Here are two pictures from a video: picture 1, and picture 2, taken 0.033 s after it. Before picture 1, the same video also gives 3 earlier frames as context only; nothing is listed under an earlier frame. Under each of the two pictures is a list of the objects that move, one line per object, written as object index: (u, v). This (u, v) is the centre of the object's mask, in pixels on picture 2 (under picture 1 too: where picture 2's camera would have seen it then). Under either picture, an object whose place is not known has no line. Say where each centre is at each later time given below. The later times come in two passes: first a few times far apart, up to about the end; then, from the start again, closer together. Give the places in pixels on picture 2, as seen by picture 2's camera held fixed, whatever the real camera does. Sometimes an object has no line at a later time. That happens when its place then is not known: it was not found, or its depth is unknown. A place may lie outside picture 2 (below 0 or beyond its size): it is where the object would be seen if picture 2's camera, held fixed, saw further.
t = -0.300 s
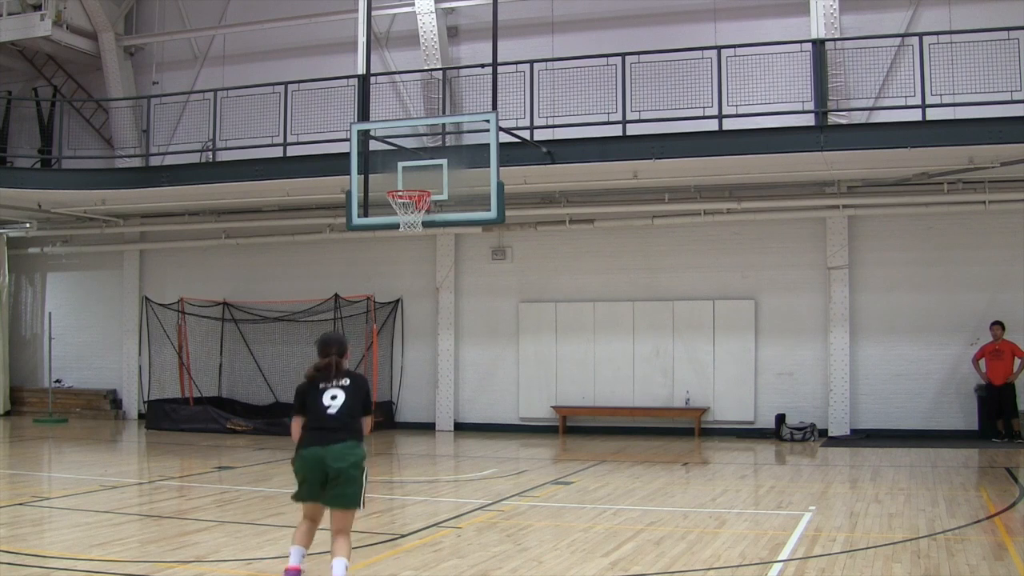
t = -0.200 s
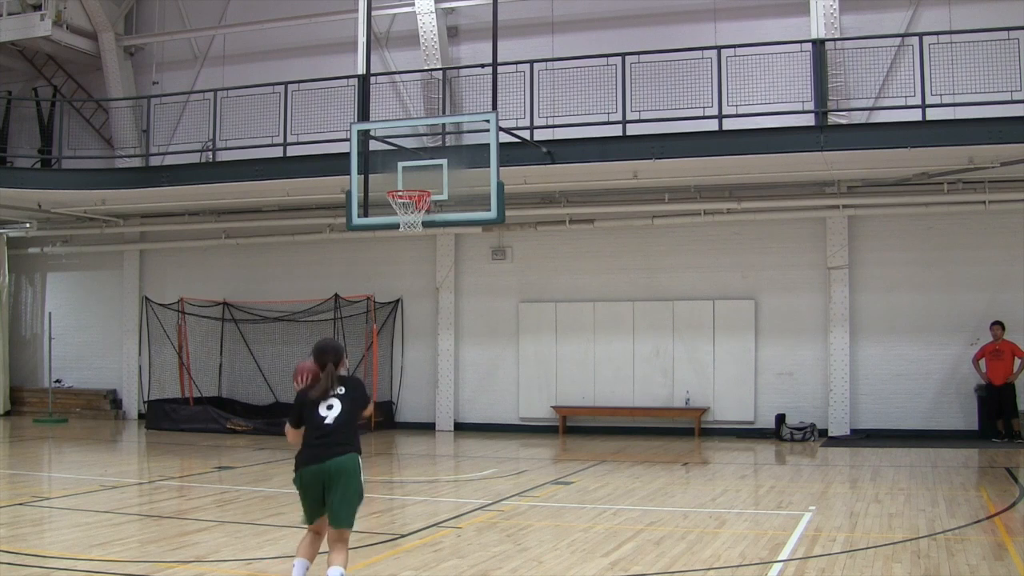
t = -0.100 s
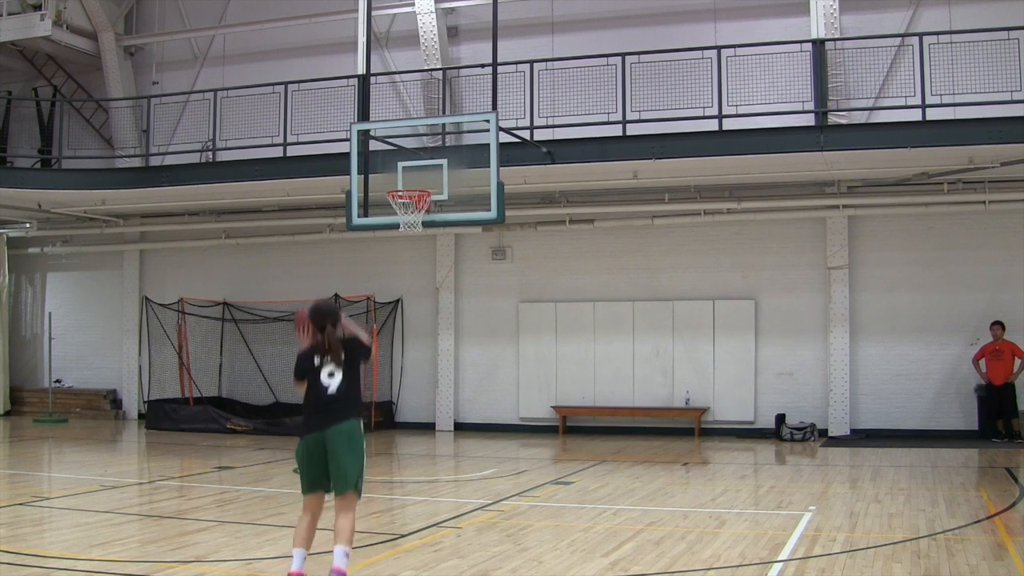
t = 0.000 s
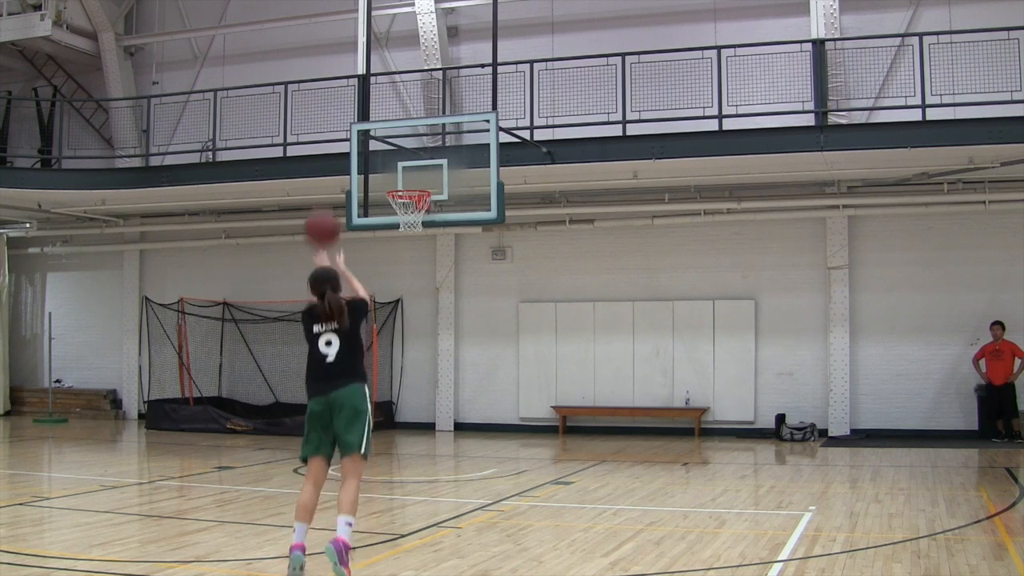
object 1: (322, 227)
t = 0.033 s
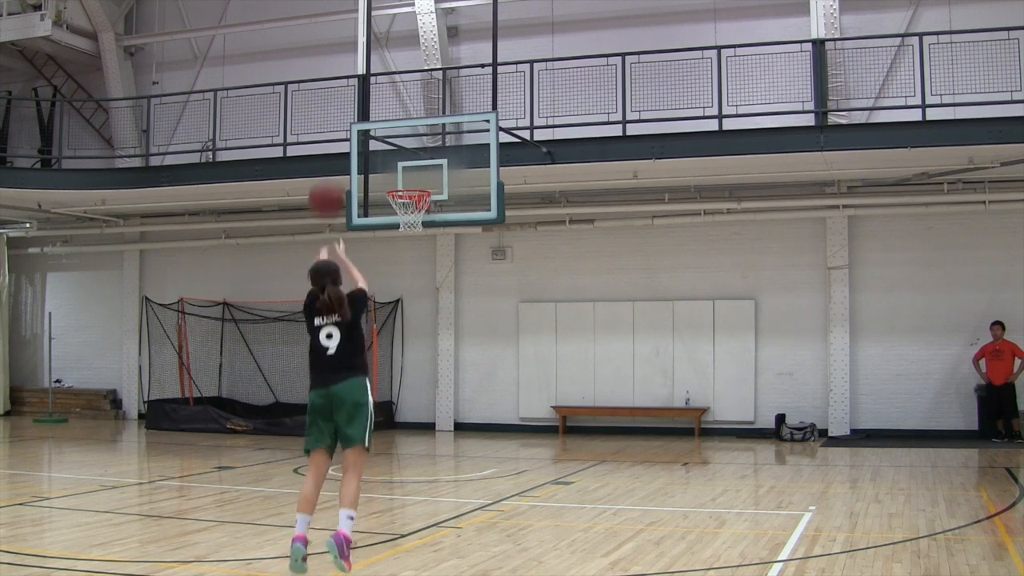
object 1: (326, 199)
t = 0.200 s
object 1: (346, 90)
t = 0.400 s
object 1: (366, 34)
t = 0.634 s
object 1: (383, 34)
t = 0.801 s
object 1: (392, 65)
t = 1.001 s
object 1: (401, 131)
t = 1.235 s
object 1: (410, 215)
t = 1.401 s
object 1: (404, 236)
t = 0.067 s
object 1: (331, 170)
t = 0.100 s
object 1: (335, 149)
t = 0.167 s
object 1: (343, 106)
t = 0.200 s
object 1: (346, 90)
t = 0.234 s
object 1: (350, 76)
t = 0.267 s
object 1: (355, 64)
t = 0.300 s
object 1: (358, 54)
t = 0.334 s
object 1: (360, 46)
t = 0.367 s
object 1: (363, 39)
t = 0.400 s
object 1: (366, 34)
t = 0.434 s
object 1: (369, 29)
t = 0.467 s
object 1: (371, 27)
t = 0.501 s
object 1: (373, 26)
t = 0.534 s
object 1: (376, 26)
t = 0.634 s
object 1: (383, 34)
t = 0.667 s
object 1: (385, 38)
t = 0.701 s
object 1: (386, 43)
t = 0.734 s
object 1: (388, 50)
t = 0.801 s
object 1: (392, 65)
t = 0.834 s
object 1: (394, 74)
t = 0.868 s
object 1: (395, 84)
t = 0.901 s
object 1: (397, 95)
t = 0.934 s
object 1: (398, 106)
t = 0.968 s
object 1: (400, 118)
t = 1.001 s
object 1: (401, 131)
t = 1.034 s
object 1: (403, 145)
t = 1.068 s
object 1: (403, 158)
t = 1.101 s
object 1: (405, 174)
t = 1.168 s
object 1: (405, 202)
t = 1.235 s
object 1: (410, 215)
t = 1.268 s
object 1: (410, 218)
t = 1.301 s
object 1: (409, 221)
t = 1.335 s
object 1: (407, 225)
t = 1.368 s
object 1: (406, 230)
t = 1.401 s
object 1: (404, 236)
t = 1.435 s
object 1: (403, 243)
